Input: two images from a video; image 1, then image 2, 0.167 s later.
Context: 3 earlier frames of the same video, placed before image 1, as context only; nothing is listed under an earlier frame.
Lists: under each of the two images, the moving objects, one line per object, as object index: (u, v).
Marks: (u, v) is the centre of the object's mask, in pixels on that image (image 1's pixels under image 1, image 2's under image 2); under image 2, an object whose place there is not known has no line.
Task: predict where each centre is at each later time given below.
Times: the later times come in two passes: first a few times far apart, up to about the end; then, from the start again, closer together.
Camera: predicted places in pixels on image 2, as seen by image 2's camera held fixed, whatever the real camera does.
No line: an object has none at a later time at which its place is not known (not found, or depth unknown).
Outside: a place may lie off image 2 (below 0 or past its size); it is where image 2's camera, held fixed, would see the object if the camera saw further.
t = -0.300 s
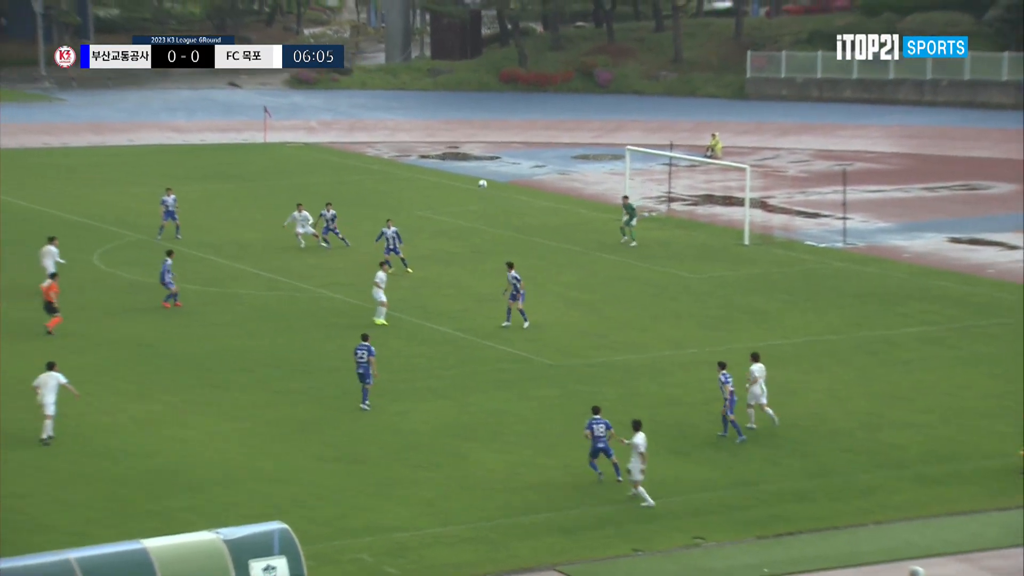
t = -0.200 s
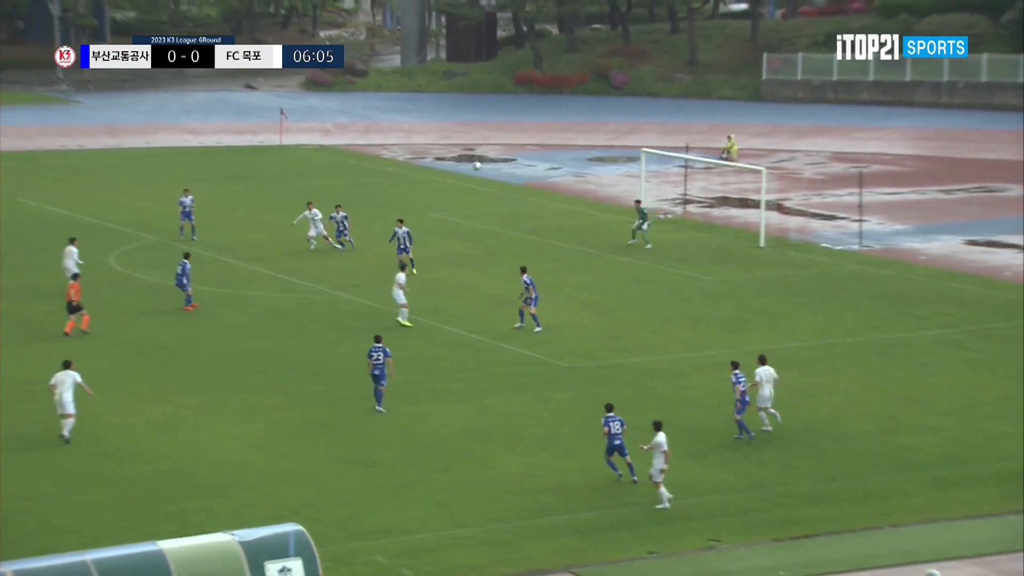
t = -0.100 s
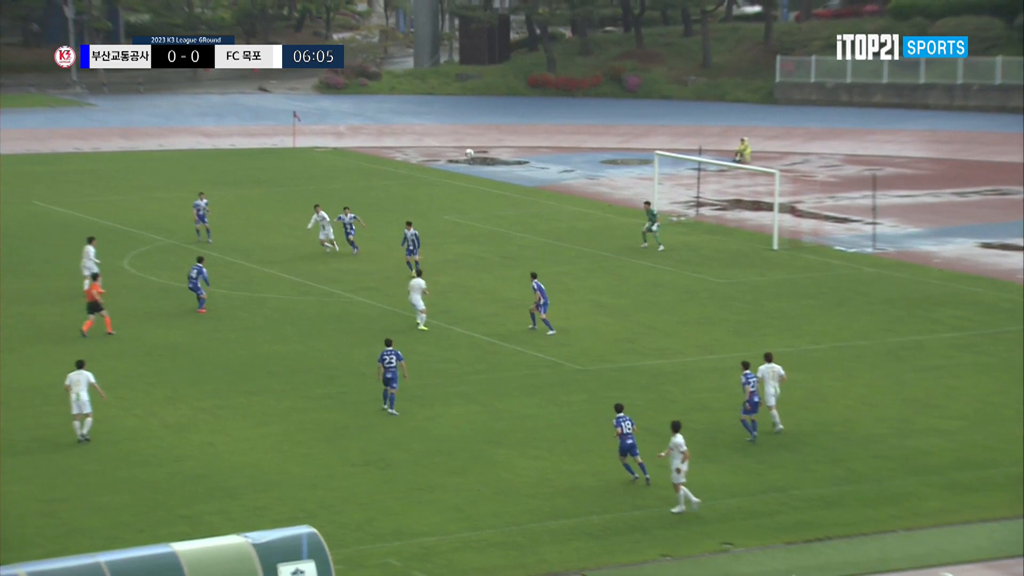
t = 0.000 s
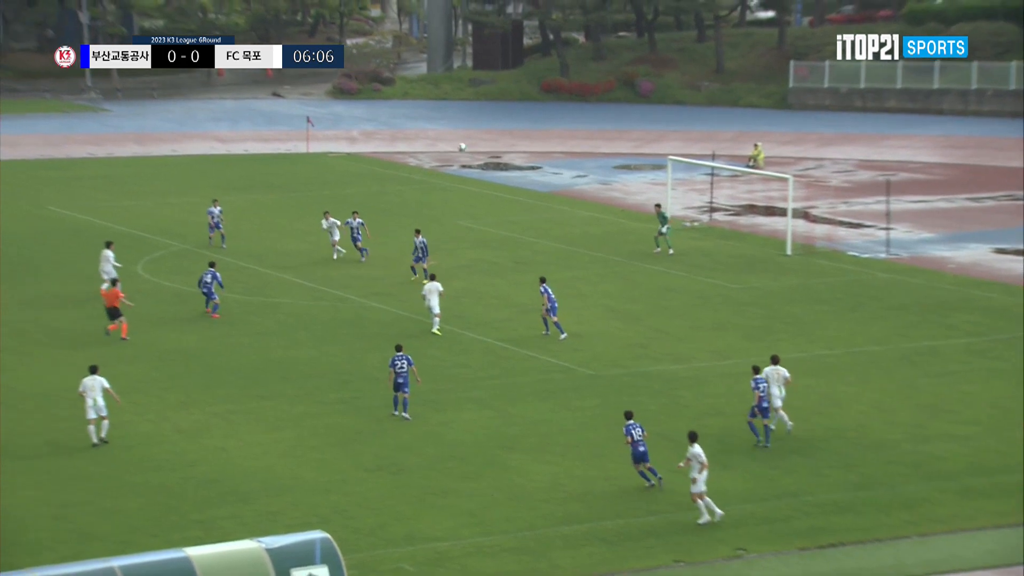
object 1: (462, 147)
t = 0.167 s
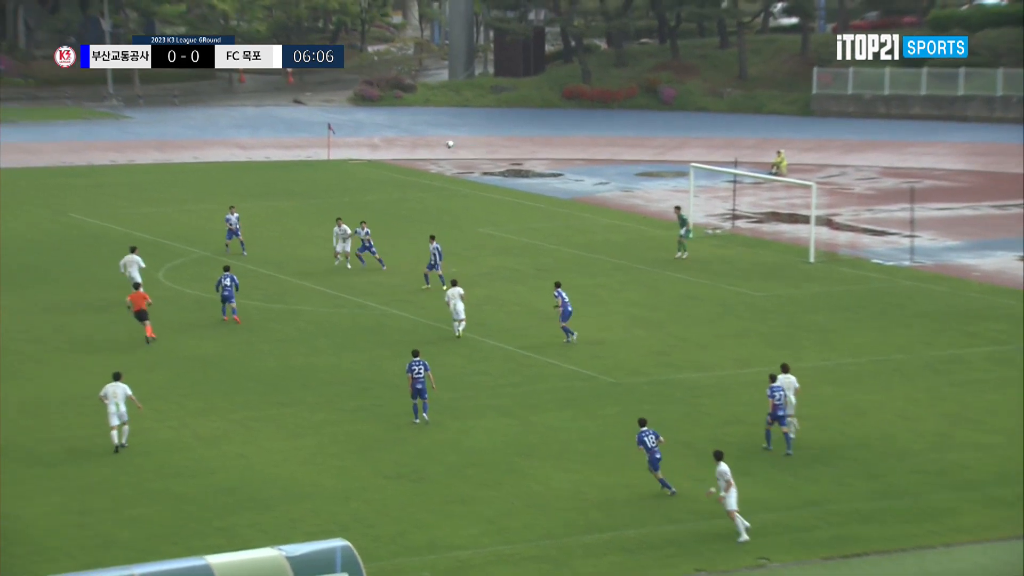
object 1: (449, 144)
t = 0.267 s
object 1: (430, 143)
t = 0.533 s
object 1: (377, 154)
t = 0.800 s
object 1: (326, 186)
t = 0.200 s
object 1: (444, 144)
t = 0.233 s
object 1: (437, 143)
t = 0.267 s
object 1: (430, 143)
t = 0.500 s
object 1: (383, 151)
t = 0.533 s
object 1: (377, 154)
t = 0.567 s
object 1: (370, 157)
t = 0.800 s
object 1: (326, 186)
